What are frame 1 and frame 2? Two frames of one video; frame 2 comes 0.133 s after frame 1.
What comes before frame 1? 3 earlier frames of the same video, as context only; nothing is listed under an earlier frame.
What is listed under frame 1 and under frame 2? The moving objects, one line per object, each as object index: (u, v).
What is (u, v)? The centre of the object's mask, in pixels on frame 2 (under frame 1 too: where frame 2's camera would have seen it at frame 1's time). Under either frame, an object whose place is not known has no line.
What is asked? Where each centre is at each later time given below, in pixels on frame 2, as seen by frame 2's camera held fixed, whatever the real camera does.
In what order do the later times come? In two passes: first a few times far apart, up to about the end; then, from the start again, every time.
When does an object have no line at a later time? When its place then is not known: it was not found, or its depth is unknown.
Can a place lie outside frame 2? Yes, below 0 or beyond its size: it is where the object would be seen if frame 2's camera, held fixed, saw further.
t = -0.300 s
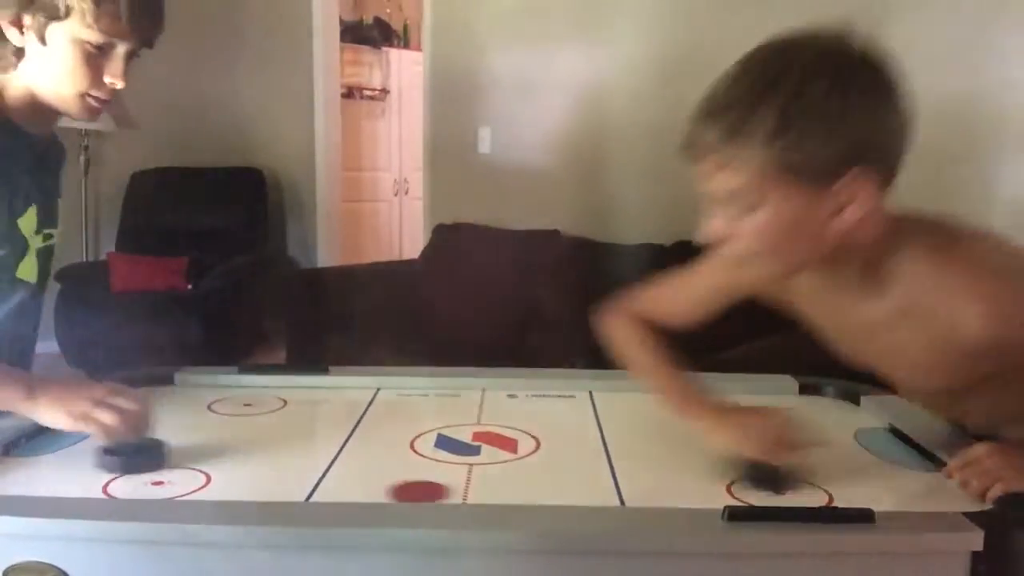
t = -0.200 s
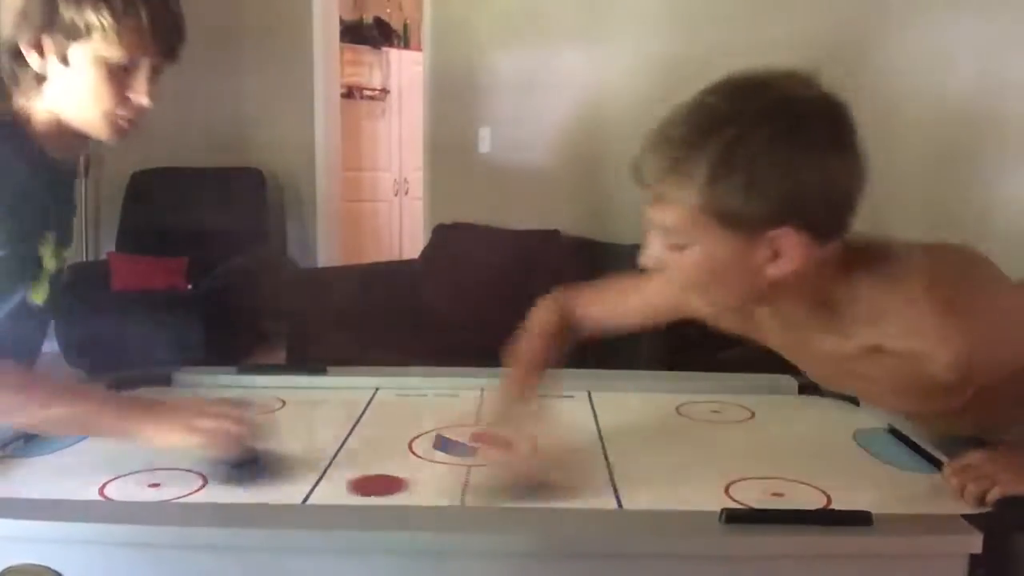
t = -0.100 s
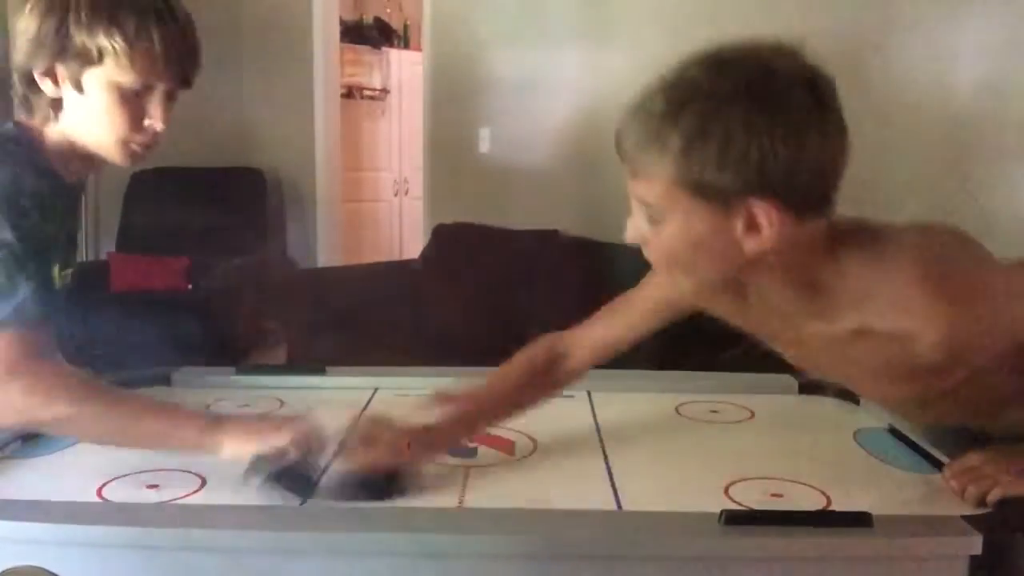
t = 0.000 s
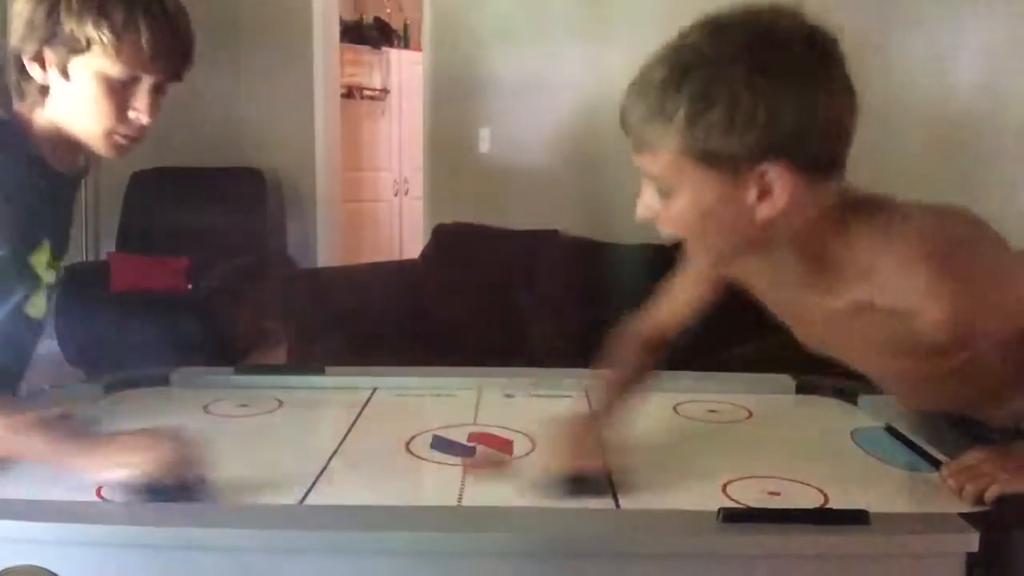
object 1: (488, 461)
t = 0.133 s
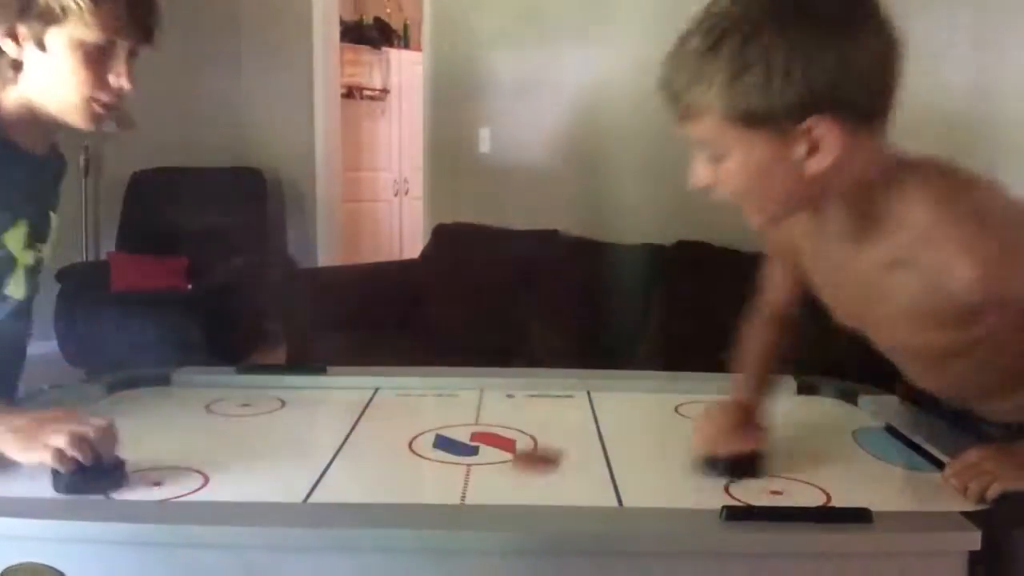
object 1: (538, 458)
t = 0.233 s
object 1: (554, 412)
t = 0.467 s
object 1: (637, 446)
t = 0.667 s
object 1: (744, 498)
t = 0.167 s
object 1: (542, 441)
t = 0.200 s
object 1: (548, 426)
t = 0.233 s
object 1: (554, 412)
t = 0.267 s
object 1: (558, 400)
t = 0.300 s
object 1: (567, 399)
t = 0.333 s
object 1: (578, 407)
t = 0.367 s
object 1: (592, 416)
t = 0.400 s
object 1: (606, 426)
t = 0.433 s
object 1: (623, 435)
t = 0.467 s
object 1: (637, 446)
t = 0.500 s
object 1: (656, 458)
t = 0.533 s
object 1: (674, 469)
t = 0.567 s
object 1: (692, 482)
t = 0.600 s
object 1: (714, 496)
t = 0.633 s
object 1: (727, 502)
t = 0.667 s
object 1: (744, 498)
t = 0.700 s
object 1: (750, 493)
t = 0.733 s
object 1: (754, 484)
